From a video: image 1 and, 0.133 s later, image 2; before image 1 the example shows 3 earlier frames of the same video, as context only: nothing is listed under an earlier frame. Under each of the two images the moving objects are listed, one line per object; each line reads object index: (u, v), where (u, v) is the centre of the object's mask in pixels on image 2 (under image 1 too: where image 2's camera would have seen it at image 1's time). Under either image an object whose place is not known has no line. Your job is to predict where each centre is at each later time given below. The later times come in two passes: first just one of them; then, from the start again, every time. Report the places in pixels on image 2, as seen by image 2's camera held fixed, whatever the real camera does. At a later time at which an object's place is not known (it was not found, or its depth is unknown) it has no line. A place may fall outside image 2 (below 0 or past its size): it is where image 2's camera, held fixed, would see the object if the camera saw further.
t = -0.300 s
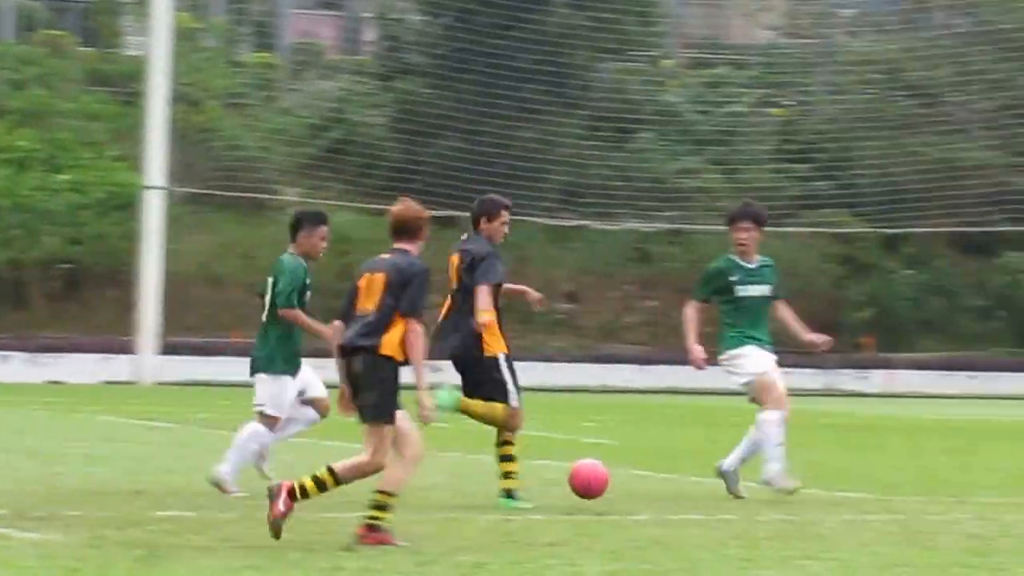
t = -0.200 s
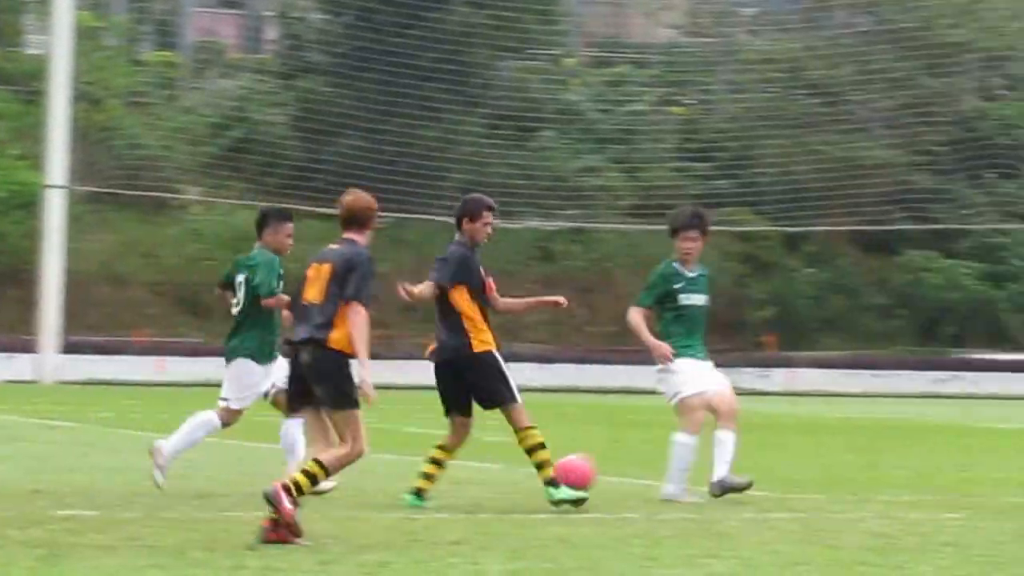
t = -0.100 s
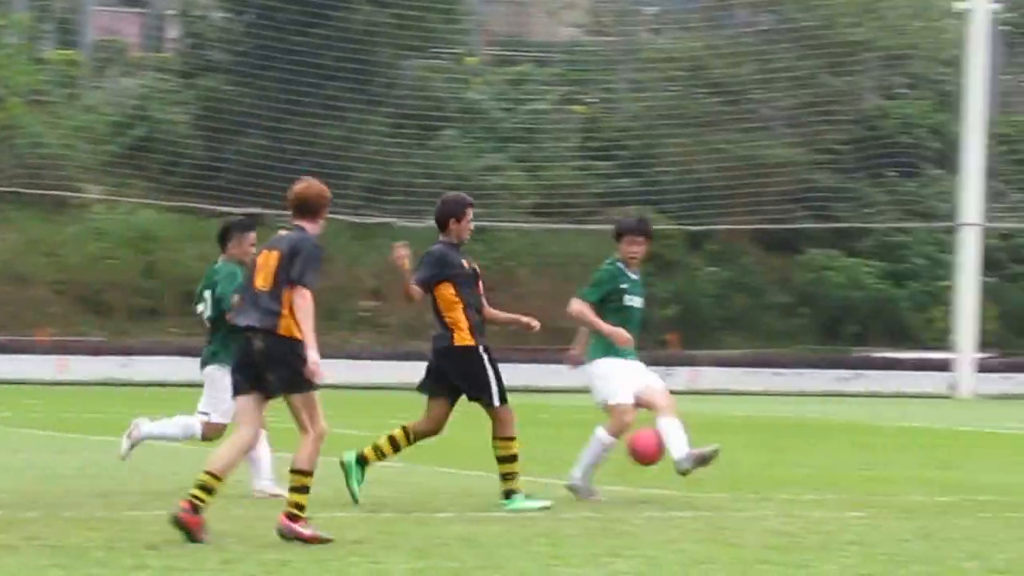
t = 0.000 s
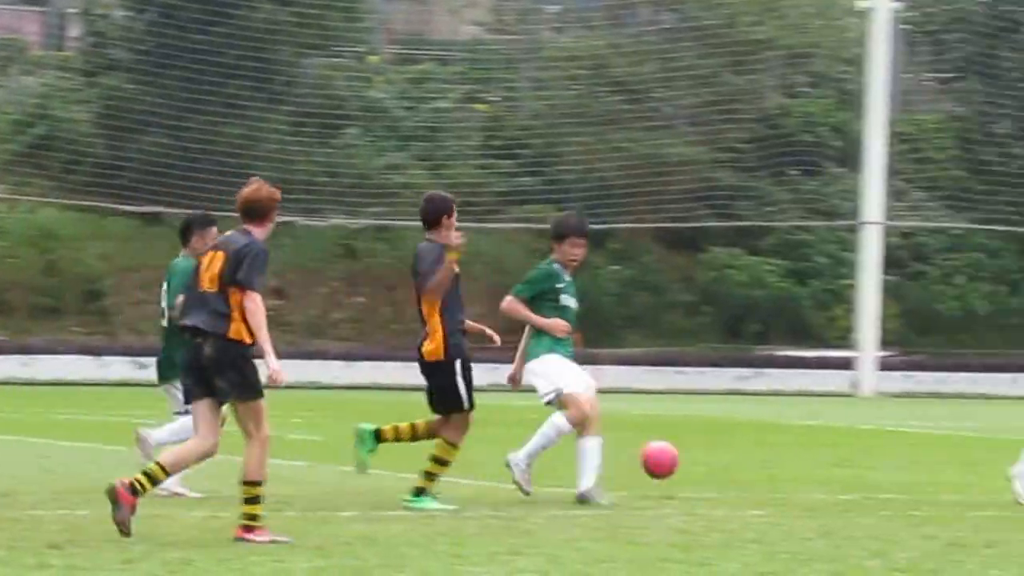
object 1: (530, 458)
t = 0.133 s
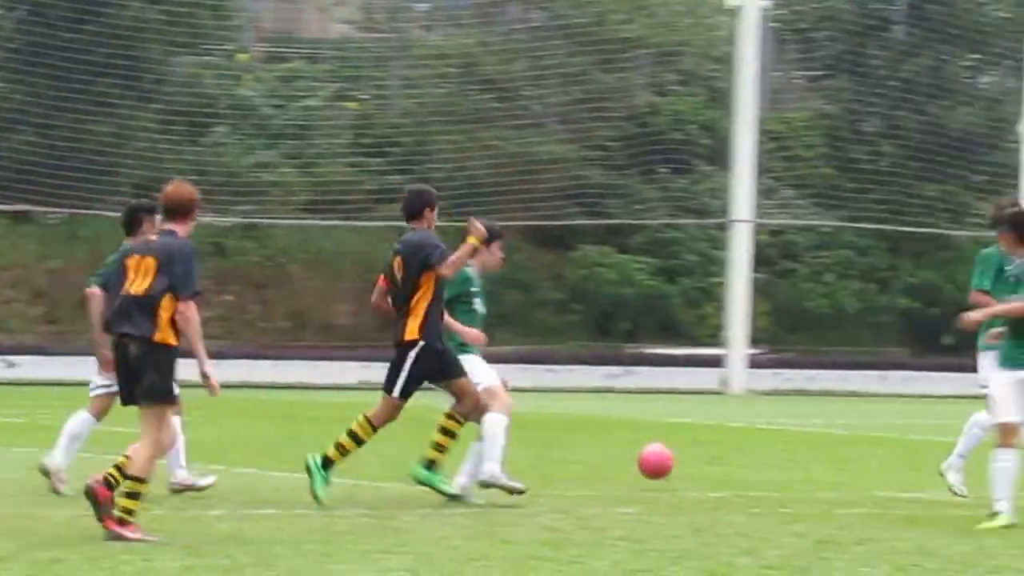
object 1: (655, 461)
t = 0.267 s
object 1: (758, 431)
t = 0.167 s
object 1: (681, 451)
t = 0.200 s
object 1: (707, 442)
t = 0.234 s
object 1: (732, 435)
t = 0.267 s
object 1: (758, 431)
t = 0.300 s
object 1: (783, 428)
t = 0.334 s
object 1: (807, 427)
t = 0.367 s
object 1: (830, 427)
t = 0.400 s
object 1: (854, 430)
